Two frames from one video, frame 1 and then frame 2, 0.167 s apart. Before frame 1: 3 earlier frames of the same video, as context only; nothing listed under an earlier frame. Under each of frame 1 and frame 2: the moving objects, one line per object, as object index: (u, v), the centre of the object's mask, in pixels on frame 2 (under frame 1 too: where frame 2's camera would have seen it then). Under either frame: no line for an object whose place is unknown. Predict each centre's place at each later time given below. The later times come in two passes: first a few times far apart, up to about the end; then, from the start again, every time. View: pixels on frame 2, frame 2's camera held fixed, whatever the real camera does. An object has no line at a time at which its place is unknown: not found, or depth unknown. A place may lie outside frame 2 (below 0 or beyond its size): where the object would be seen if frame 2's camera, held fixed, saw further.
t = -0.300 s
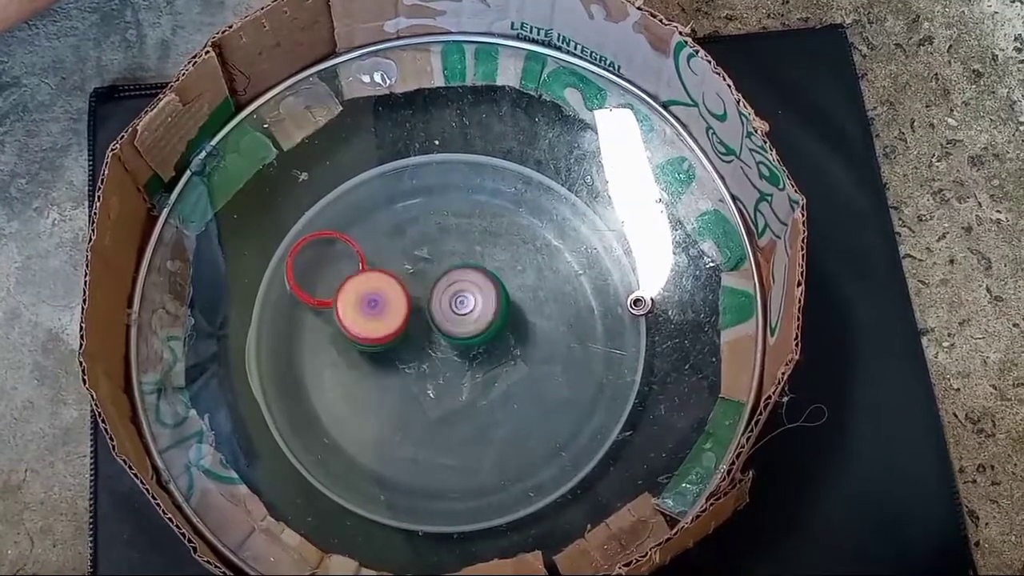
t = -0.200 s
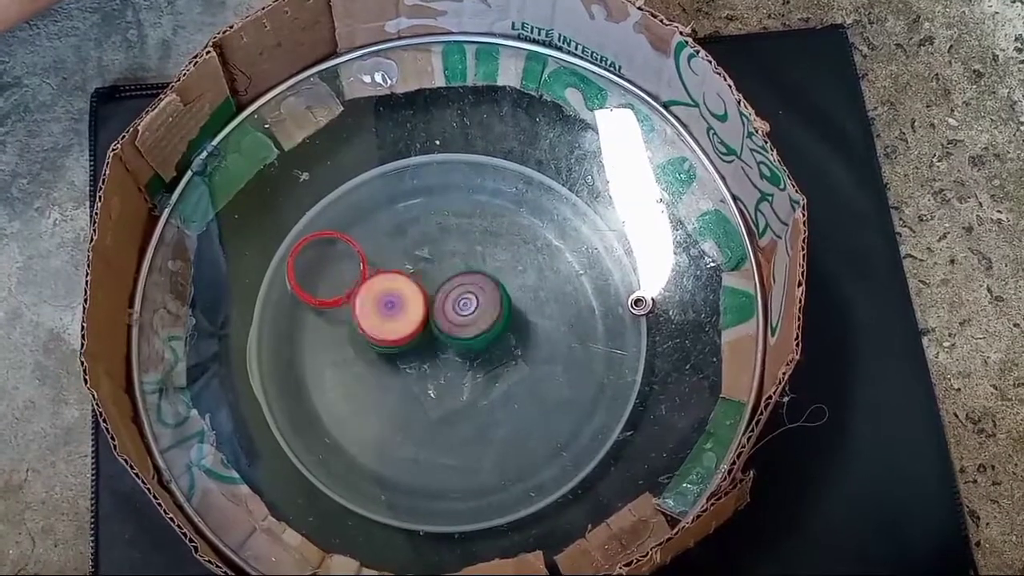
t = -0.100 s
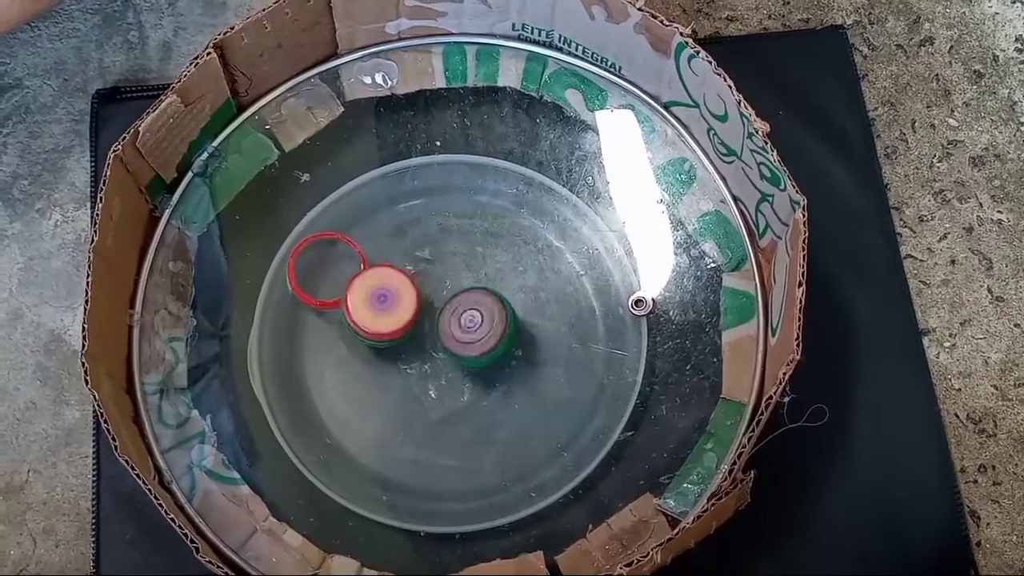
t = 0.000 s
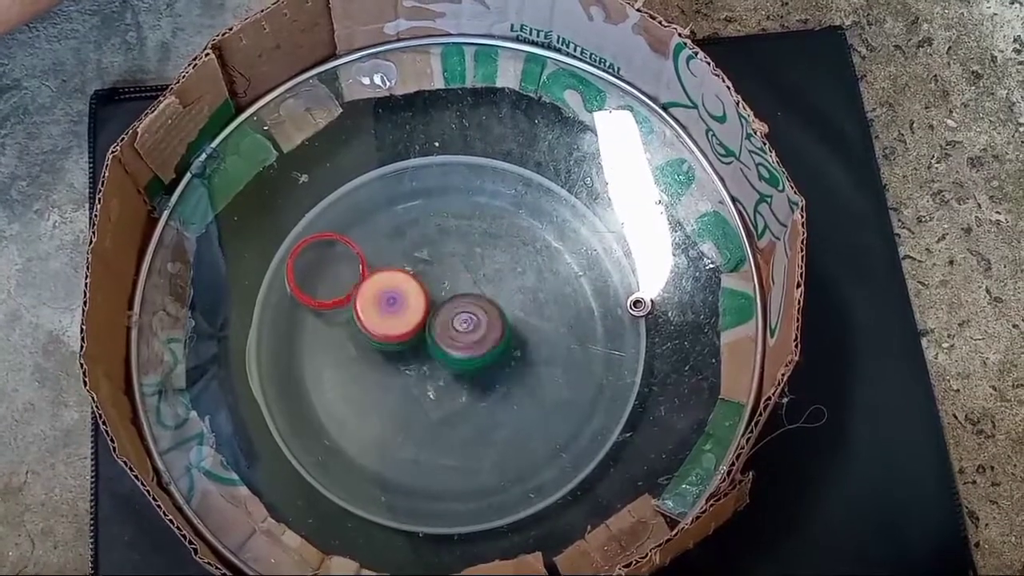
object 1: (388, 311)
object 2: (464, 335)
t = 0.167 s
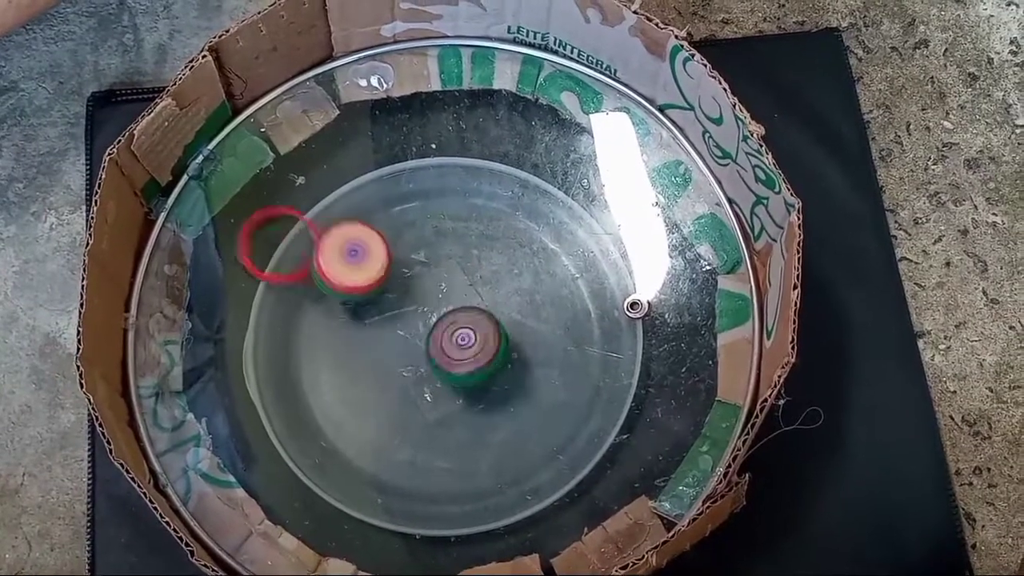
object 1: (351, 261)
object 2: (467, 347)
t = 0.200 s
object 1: (346, 255)
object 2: (468, 346)
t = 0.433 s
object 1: (351, 243)
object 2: (450, 302)
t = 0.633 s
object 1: (374, 254)
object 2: (452, 276)
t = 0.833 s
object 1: (399, 291)
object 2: (477, 334)
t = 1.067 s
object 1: (411, 317)
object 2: (430, 410)
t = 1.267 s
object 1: (449, 327)
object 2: (366, 365)
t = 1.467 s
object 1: (463, 304)
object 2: (380, 272)
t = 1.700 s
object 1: (473, 319)
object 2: (437, 247)
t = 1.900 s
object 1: (471, 362)
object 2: (418, 296)
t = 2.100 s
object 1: (441, 378)
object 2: (380, 308)
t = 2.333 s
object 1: (406, 367)
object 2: (404, 281)
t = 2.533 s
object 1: (388, 355)
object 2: (467, 306)
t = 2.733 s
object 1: (368, 317)
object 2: (468, 339)
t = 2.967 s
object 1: (380, 278)
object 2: (453, 321)
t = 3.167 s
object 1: (394, 238)
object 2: (461, 298)
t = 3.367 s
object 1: (419, 244)
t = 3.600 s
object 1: (418, 260)
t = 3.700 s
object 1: (417, 269)
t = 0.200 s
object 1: (346, 255)
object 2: (468, 346)
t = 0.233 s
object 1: (343, 250)
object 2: (468, 346)
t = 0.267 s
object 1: (341, 247)
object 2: (462, 342)
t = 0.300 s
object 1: (341, 245)
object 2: (459, 336)
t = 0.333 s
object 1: (342, 243)
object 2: (458, 331)
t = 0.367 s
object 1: (344, 243)
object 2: (456, 325)
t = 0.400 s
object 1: (346, 242)
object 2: (455, 316)
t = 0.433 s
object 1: (351, 243)
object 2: (450, 302)
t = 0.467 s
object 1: (356, 244)
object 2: (445, 292)
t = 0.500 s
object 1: (364, 247)
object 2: (440, 283)
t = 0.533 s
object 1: (365, 247)
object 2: (446, 279)
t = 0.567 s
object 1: (367, 247)
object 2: (449, 278)
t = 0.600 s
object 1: (372, 250)
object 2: (450, 274)
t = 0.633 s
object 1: (374, 254)
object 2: (452, 276)
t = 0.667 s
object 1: (378, 258)
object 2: (454, 280)
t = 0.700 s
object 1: (376, 261)
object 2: (464, 289)
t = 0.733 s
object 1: (380, 266)
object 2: (471, 298)
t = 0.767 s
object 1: (385, 274)
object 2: (475, 310)
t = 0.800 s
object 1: (391, 283)
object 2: (476, 325)
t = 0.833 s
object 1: (399, 291)
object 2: (477, 334)
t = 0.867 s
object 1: (405, 299)
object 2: (473, 343)
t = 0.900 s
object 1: (407, 303)
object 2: (471, 358)
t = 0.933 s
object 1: (404, 300)
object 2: (470, 376)
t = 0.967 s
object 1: (404, 301)
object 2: (463, 387)
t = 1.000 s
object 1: (405, 306)
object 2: (453, 400)
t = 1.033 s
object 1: (407, 312)
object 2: (444, 407)
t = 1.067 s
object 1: (411, 317)
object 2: (430, 410)
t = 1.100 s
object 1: (415, 320)
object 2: (416, 411)
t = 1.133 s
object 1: (421, 324)
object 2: (405, 407)
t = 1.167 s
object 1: (428, 327)
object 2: (392, 401)
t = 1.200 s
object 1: (435, 329)
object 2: (380, 392)
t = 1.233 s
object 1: (442, 330)
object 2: (372, 380)
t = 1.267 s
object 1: (449, 327)
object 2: (366, 365)
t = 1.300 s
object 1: (455, 323)
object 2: (365, 349)
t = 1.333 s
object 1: (456, 318)
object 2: (366, 332)
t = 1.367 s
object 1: (454, 313)
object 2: (371, 316)
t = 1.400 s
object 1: (457, 308)
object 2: (370, 298)
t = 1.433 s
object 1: (461, 305)
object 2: (372, 284)
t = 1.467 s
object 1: (463, 304)
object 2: (380, 272)
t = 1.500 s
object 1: (466, 304)
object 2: (386, 261)
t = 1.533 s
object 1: (465, 302)
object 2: (399, 253)
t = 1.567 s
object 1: (467, 305)
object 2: (405, 246)
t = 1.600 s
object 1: (469, 311)
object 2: (414, 239)
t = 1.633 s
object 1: (472, 312)
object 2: (421, 238)
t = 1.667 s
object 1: (474, 315)
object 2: (429, 243)
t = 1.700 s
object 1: (473, 319)
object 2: (437, 247)
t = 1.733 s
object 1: (475, 333)
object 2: (438, 252)
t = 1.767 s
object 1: (476, 341)
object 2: (439, 256)
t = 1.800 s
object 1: (477, 346)
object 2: (437, 264)
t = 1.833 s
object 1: (477, 353)
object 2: (432, 273)
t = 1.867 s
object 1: (476, 358)
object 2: (427, 287)
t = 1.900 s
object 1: (471, 362)
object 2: (418, 296)
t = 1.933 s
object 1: (466, 366)
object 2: (412, 306)
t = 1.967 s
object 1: (462, 372)
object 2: (401, 310)
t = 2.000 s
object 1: (458, 376)
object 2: (394, 314)
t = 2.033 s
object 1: (455, 378)
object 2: (385, 316)
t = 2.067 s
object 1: (449, 379)
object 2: (383, 315)
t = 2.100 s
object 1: (441, 378)
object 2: (380, 308)
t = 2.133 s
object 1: (433, 377)
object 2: (377, 305)
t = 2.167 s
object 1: (426, 374)
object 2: (374, 301)
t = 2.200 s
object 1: (419, 370)
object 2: (376, 298)
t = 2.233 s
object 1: (414, 370)
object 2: (379, 293)
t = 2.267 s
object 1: (410, 373)
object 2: (384, 287)
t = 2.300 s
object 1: (407, 371)
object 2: (397, 285)
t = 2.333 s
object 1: (406, 367)
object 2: (404, 281)
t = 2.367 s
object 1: (404, 362)
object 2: (417, 281)
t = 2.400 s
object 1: (402, 361)
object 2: (430, 284)
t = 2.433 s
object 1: (395, 362)
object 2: (442, 283)
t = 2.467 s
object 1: (391, 361)
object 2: (454, 291)
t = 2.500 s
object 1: (389, 358)
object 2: (464, 300)
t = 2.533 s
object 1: (388, 355)
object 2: (467, 306)
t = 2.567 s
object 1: (388, 350)
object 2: (468, 321)
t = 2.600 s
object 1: (387, 346)
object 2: (466, 327)
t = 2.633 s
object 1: (382, 339)
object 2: (465, 333)
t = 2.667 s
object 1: (380, 334)
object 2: (462, 339)
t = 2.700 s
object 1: (372, 324)
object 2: (463, 340)
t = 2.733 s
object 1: (368, 317)
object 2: (468, 339)
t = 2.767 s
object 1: (365, 309)
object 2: (471, 338)
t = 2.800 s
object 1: (364, 303)
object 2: (473, 335)
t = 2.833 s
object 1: (364, 296)
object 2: (472, 329)
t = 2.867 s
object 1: (366, 290)
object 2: (471, 327)
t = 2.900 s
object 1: (368, 285)
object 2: (466, 327)
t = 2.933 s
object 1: (373, 282)
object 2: (458, 324)
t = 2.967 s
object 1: (380, 278)
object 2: (453, 321)
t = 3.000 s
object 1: (380, 268)
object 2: (448, 320)
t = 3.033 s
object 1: (376, 255)
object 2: (447, 318)
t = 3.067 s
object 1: (377, 249)
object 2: (454, 313)
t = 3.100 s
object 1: (382, 243)
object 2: (459, 311)
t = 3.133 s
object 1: (388, 240)
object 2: (459, 304)
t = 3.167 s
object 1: (394, 238)
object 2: (461, 298)
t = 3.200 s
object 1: (400, 239)
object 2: (464, 292)
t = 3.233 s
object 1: (406, 239)
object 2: (468, 288)
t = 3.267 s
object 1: (411, 241)
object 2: (471, 285)
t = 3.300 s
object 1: (414, 242)
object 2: (477, 284)
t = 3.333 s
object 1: (417, 243)
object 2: (479, 284)
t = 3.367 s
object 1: (419, 244)
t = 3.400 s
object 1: (421, 248)
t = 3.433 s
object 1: (421, 250)
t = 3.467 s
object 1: (421, 253)
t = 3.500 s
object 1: (420, 256)
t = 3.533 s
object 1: (418, 259)
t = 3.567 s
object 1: (418, 259)
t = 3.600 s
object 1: (418, 260)
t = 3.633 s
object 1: (418, 262)
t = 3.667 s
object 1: (417, 265)
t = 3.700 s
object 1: (417, 269)
